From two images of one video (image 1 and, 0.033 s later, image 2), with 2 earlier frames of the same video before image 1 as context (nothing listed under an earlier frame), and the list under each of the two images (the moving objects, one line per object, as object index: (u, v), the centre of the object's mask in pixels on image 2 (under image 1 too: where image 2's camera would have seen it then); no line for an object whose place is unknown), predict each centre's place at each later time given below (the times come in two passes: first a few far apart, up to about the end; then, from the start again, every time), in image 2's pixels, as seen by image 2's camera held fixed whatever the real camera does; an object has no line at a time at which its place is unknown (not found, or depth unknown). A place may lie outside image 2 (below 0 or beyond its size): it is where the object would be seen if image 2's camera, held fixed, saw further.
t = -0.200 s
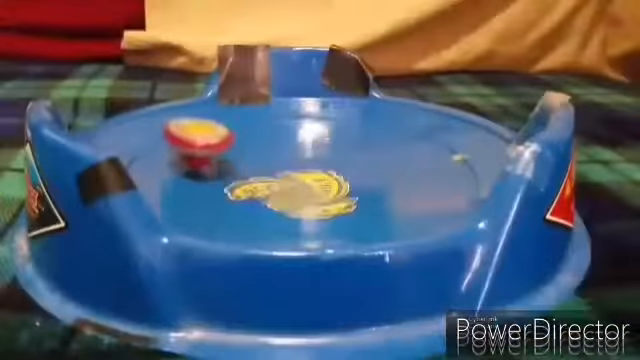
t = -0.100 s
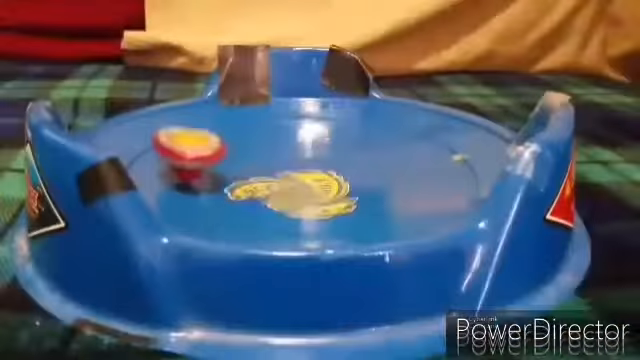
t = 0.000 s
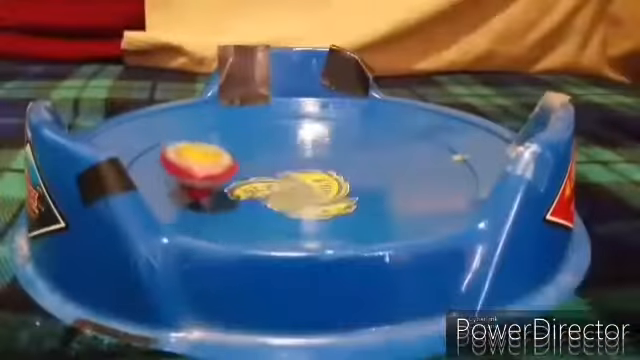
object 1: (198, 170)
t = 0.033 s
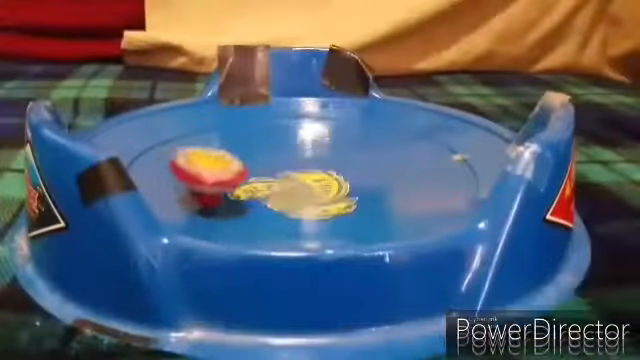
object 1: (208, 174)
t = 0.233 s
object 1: (318, 189)
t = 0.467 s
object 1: (378, 159)
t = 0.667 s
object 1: (306, 129)
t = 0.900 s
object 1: (187, 130)
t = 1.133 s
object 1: (183, 184)
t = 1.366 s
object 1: (386, 194)
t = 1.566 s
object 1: (423, 151)
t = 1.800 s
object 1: (306, 116)
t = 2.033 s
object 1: (171, 111)
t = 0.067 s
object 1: (221, 181)
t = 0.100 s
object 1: (237, 185)
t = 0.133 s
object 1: (255, 189)
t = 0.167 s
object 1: (275, 191)
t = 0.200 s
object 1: (297, 193)
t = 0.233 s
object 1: (318, 189)
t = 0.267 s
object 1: (336, 188)
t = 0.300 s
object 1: (353, 185)
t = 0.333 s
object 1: (365, 180)
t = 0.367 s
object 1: (375, 175)
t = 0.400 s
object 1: (380, 171)
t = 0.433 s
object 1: (380, 165)
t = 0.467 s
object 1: (378, 159)
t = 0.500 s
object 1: (373, 153)
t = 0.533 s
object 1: (365, 147)
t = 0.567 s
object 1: (354, 141)
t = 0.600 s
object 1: (340, 137)
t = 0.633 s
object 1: (322, 133)
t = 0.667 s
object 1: (306, 129)
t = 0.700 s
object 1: (286, 123)
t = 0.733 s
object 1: (270, 125)
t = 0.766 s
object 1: (254, 124)
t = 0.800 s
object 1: (237, 122)
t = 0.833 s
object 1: (219, 124)
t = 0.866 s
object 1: (203, 126)
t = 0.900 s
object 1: (187, 130)
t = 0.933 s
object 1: (173, 135)
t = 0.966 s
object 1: (163, 141)
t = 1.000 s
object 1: (155, 148)
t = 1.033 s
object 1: (153, 157)
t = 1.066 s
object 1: (157, 165)
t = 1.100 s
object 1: (169, 178)
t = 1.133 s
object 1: (183, 184)
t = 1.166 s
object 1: (207, 192)
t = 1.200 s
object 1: (235, 197)
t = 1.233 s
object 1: (269, 200)
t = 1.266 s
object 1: (301, 201)
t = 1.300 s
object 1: (337, 203)
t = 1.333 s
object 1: (362, 200)
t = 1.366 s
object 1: (386, 194)
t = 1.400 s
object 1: (404, 189)
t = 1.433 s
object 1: (419, 184)
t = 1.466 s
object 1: (428, 179)
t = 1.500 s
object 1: (430, 166)
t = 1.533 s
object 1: (431, 161)
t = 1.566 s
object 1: (423, 151)
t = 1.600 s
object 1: (415, 143)
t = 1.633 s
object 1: (403, 140)
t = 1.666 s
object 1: (387, 134)
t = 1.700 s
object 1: (374, 129)
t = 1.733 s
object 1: (351, 122)
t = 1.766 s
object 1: (327, 116)
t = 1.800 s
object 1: (306, 116)
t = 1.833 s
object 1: (279, 115)
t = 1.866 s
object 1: (256, 114)
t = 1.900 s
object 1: (233, 114)
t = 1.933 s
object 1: (210, 115)
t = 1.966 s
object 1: (190, 117)
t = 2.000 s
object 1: (172, 117)
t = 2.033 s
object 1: (171, 111)
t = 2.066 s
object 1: (189, 106)
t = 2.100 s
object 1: (209, 119)
